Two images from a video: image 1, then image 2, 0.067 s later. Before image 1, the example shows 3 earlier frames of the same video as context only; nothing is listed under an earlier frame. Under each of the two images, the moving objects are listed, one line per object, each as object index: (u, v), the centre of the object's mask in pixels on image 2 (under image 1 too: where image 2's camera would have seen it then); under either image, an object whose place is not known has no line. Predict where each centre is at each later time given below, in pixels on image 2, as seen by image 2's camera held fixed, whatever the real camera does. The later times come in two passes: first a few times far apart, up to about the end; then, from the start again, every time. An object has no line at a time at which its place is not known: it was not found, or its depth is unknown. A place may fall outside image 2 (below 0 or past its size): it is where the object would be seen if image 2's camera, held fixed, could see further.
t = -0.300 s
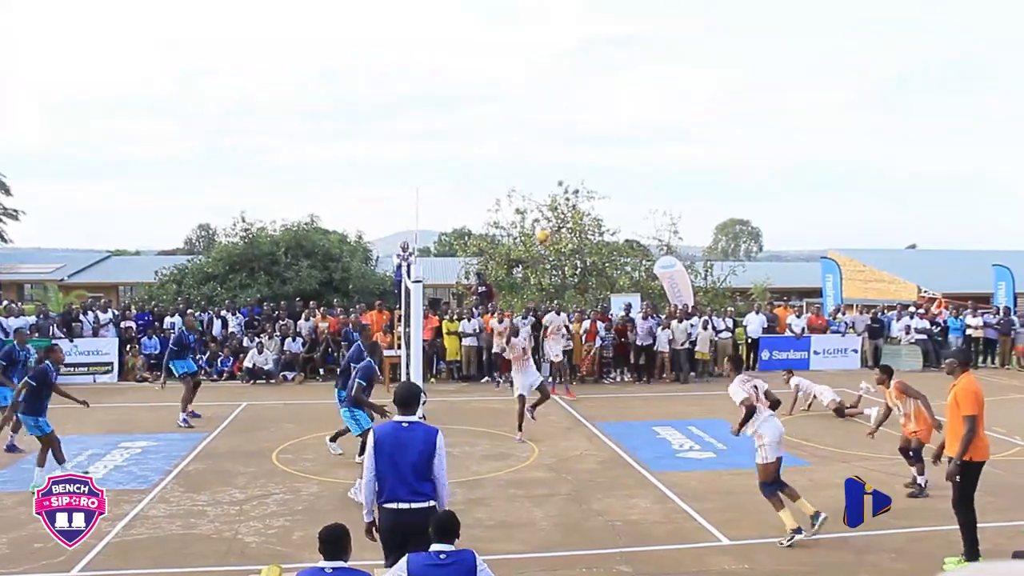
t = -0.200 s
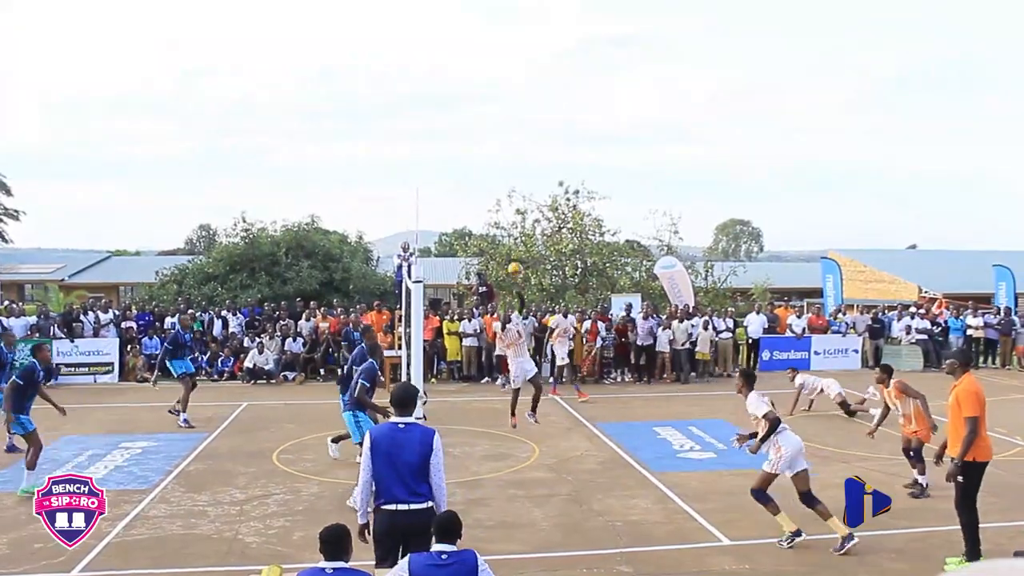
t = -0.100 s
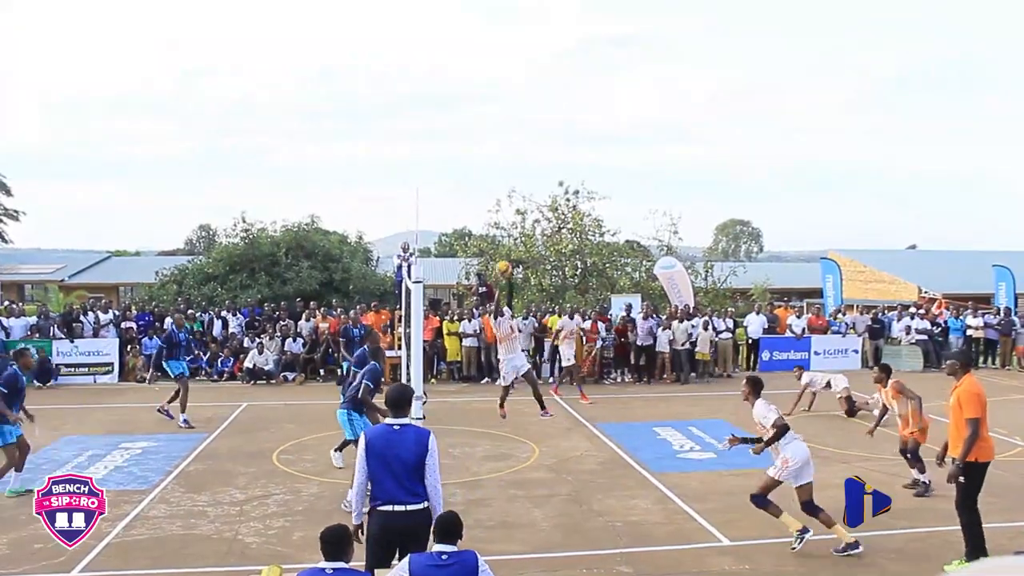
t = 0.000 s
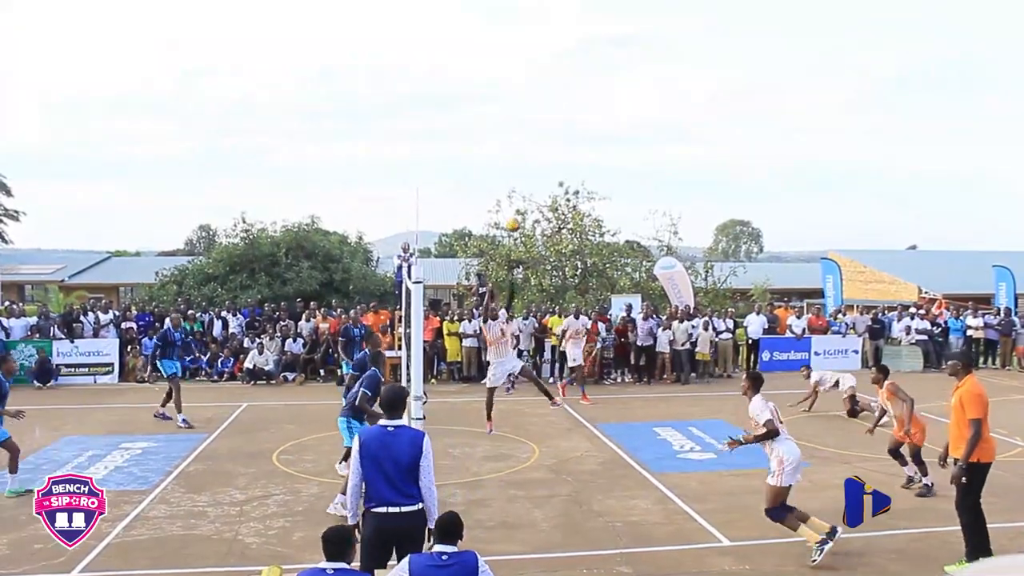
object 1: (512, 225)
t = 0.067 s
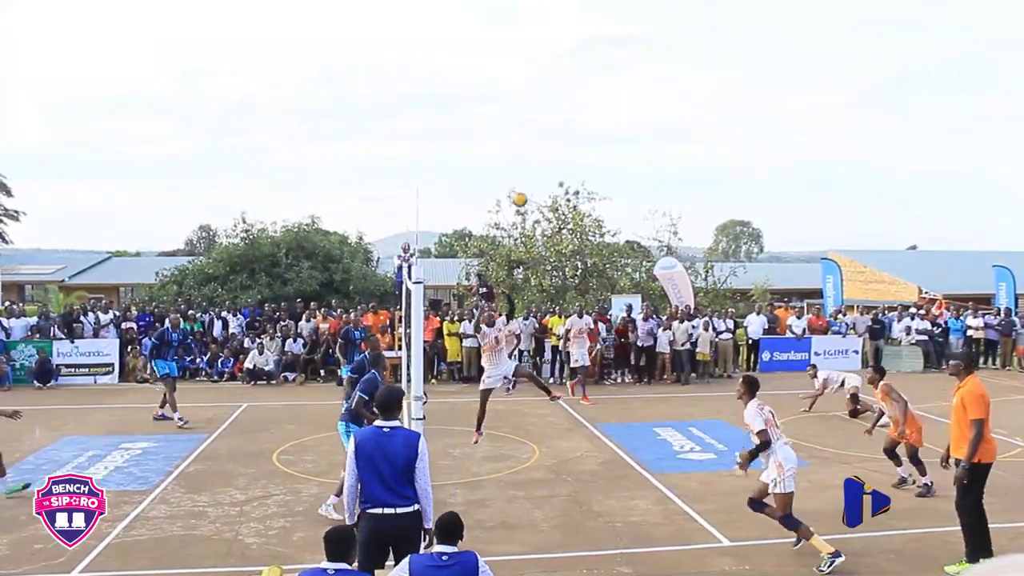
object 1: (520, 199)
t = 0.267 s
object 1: (539, 140)
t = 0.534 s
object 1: (563, 103)
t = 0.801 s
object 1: (589, 127)
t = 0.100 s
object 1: (523, 188)
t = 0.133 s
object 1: (526, 177)
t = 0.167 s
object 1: (530, 166)
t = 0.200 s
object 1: (533, 157)
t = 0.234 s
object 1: (536, 148)
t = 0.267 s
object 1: (539, 140)
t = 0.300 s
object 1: (542, 132)
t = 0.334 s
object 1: (545, 126)
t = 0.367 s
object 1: (548, 120)
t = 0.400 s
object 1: (551, 115)
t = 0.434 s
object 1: (554, 111)
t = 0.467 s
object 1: (557, 107)
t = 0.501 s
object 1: (560, 105)
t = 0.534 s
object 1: (563, 103)
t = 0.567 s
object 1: (567, 103)
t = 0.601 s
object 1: (570, 103)
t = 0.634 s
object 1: (573, 104)
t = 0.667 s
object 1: (577, 106)
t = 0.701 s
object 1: (580, 110)
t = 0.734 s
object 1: (583, 114)
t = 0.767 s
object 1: (586, 120)
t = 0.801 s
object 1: (589, 127)
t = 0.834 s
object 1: (593, 135)
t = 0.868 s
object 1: (596, 143)
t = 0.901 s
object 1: (600, 154)
